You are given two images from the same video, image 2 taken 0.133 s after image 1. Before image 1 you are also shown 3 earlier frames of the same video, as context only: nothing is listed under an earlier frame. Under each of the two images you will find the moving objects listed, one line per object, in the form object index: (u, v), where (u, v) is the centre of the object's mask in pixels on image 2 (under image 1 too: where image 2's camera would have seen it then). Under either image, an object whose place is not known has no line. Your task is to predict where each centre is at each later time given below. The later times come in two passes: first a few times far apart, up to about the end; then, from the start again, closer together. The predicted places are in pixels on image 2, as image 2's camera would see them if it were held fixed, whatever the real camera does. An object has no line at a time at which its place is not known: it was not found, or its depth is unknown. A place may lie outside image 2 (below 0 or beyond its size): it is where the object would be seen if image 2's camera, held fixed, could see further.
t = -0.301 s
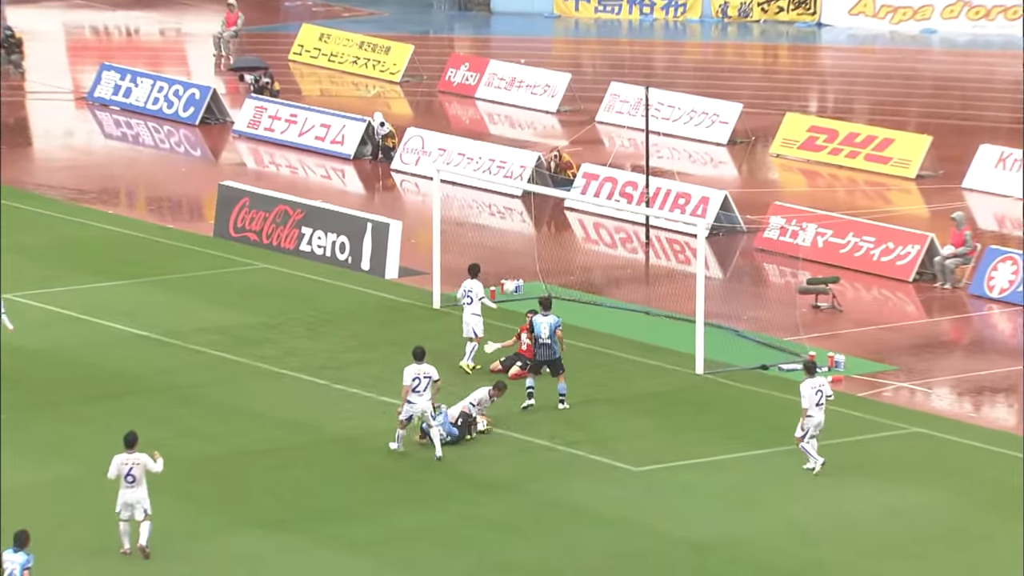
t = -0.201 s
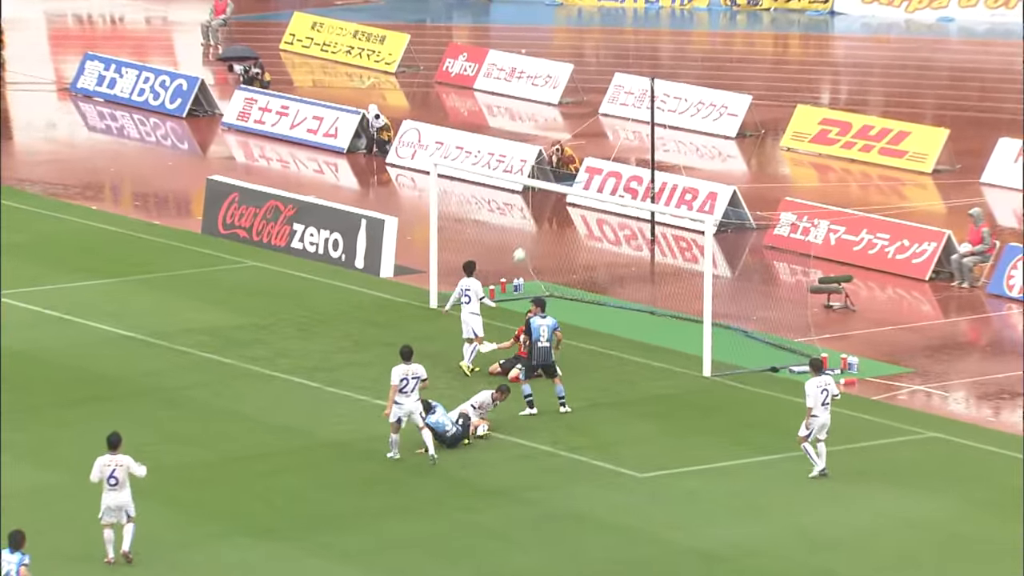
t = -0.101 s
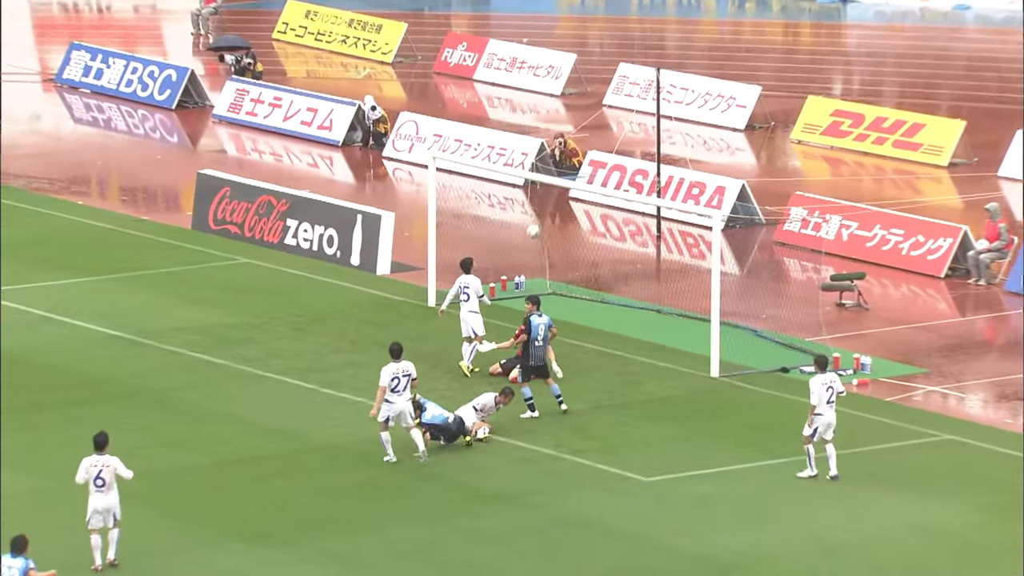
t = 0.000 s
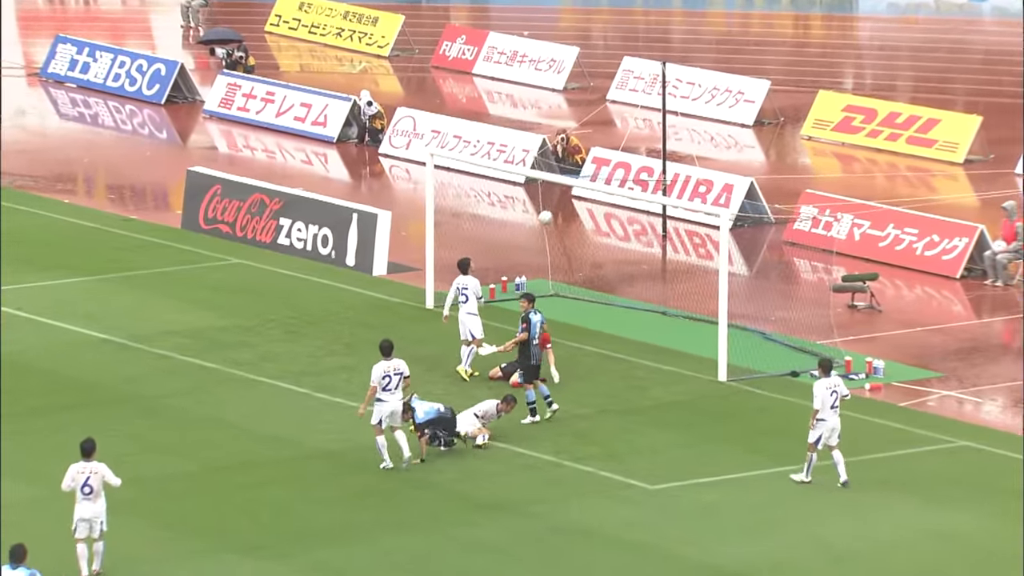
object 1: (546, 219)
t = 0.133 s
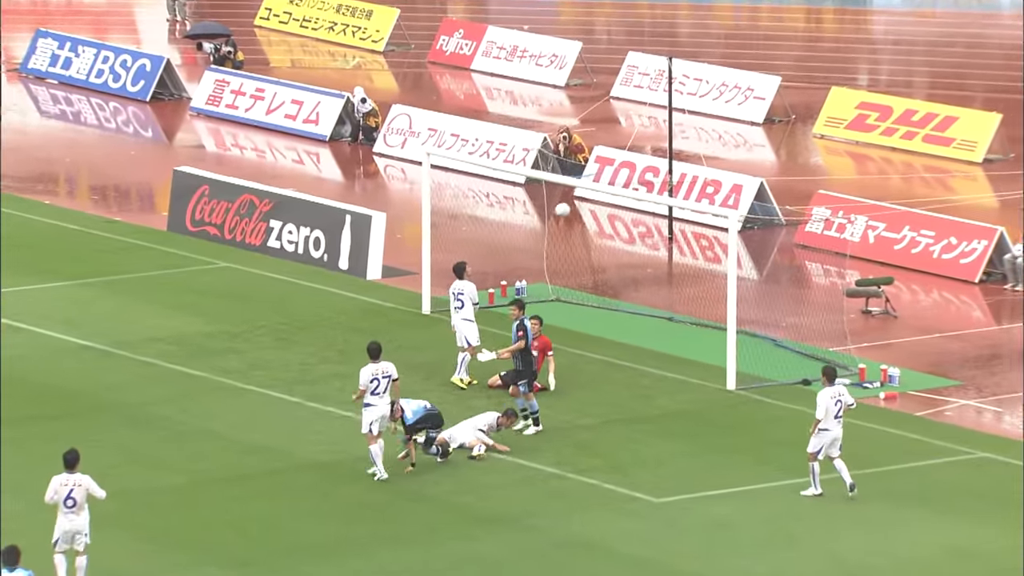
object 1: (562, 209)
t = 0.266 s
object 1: (578, 210)
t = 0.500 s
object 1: (605, 239)
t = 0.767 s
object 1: (631, 304)
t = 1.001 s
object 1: (623, 315)
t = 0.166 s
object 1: (566, 208)
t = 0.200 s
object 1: (570, 208)
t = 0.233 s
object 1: (574, 209)
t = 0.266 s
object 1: (578, 210)
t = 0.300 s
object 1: (582, 213)
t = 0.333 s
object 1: (586, 215)
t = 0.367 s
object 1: (590, 218)
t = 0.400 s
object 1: (593, 223)
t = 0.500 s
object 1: (605, 239)
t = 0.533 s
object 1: (608, 245)
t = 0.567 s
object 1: (613, 254)
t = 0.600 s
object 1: (616, 262)
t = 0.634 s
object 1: (620, 271)
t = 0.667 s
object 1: (624, 280)
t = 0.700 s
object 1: (628, 291)
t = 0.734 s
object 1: (631, 302)
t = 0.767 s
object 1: (631, 304)
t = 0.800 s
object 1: (630, 304)
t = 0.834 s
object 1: (629, 304)
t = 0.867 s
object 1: (627, 306)
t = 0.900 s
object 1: (626, 308)
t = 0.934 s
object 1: (625, 310)
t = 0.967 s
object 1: (624, 313)
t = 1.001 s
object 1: (623, 315)
